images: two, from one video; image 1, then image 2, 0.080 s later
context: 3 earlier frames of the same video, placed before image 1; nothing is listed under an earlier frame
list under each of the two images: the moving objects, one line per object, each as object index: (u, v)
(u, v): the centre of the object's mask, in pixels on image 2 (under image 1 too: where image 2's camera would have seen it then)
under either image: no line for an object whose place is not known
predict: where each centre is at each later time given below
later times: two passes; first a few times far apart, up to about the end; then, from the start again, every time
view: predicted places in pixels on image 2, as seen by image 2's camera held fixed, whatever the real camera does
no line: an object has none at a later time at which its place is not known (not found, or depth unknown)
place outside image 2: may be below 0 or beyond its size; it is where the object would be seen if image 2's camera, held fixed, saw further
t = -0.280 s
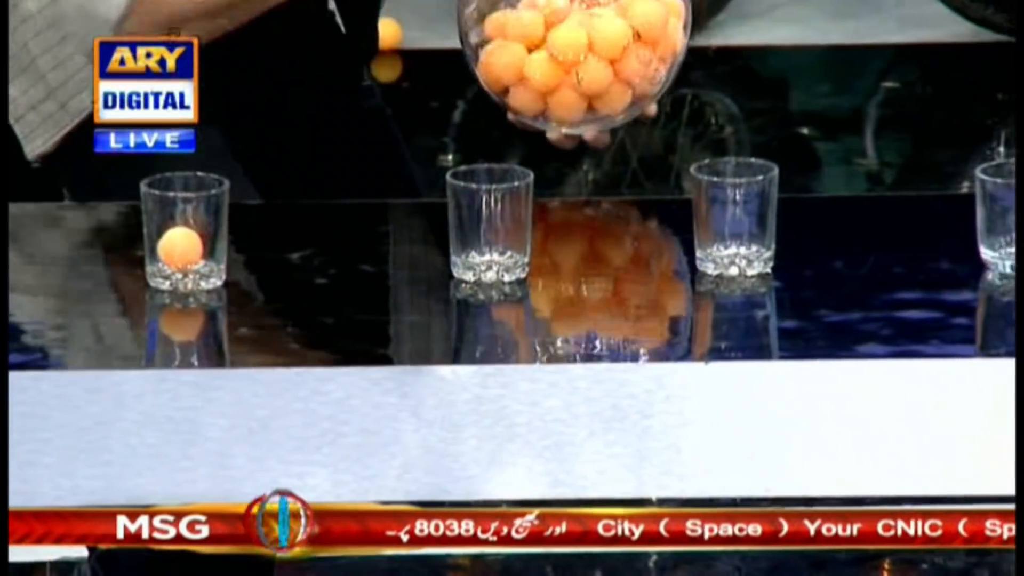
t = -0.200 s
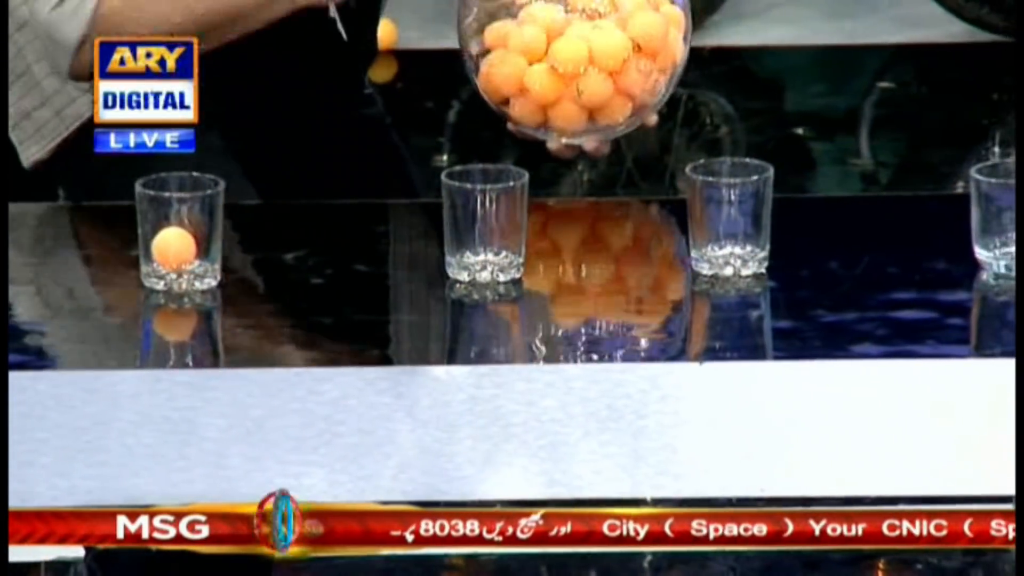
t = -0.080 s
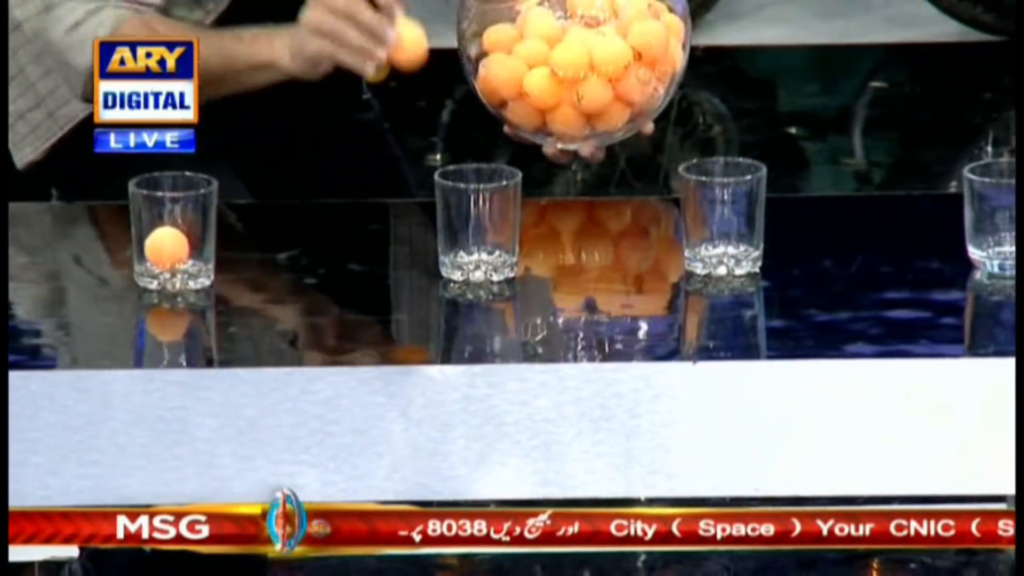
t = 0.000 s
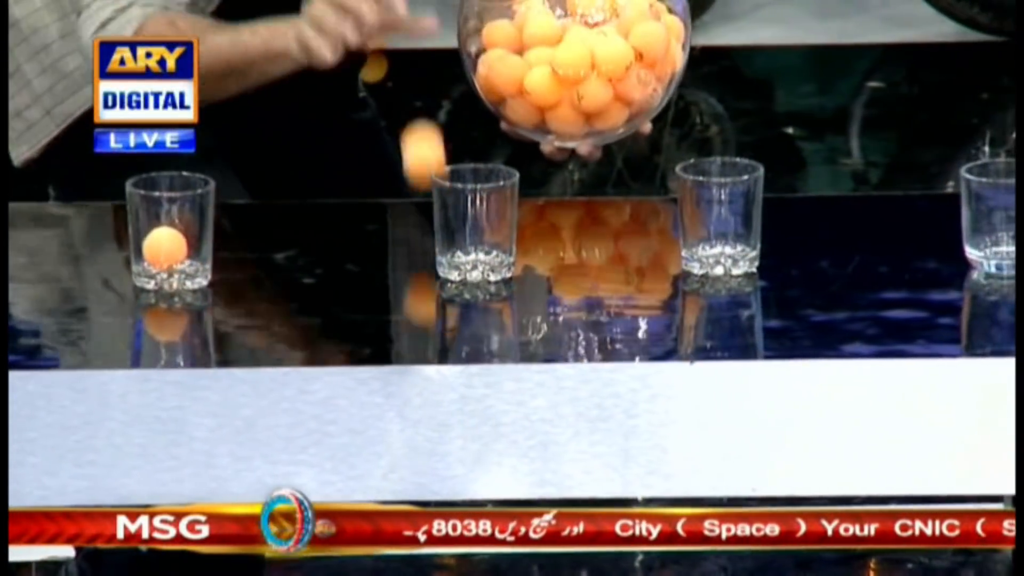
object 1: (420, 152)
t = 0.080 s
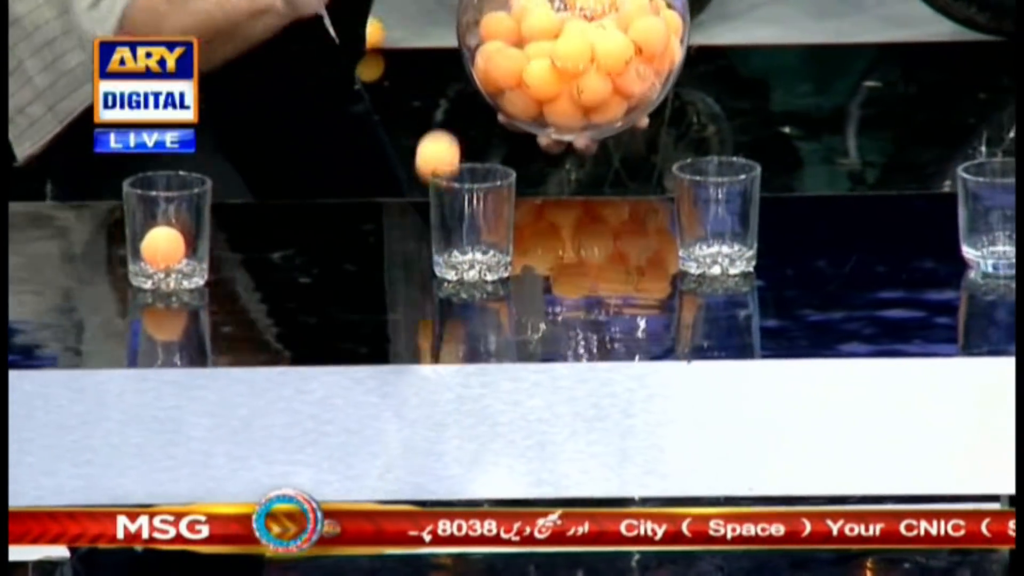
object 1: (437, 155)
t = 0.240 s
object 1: (472, 123)
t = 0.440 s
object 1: (479, 238)
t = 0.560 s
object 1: (480, 238)
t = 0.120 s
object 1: (445, 125)
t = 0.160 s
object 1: (454, 108)
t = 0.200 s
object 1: (462, 108)
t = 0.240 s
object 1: (472, 123)
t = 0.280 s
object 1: (480, 155)
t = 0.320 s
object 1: (471, 184)
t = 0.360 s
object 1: (470, 208)
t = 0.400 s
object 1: (471, 229)
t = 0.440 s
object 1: (479, 238)
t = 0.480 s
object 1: (469, 236)
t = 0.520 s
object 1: (472, 239)
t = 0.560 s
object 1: (480, 238)
